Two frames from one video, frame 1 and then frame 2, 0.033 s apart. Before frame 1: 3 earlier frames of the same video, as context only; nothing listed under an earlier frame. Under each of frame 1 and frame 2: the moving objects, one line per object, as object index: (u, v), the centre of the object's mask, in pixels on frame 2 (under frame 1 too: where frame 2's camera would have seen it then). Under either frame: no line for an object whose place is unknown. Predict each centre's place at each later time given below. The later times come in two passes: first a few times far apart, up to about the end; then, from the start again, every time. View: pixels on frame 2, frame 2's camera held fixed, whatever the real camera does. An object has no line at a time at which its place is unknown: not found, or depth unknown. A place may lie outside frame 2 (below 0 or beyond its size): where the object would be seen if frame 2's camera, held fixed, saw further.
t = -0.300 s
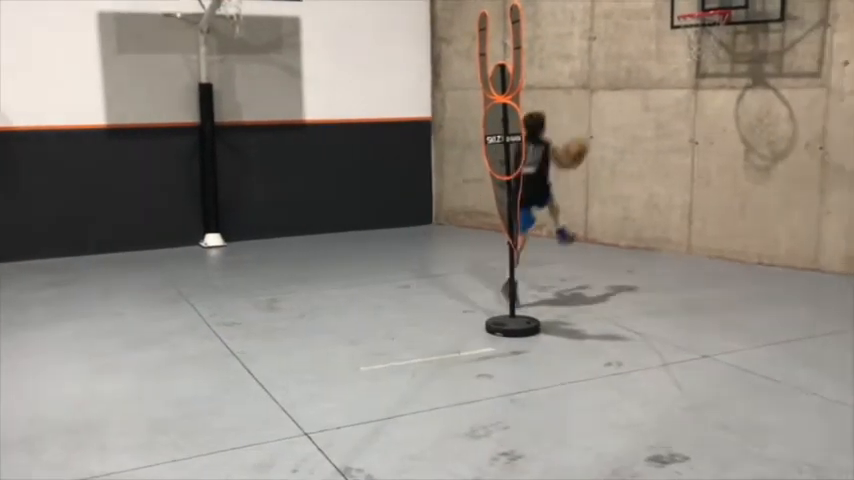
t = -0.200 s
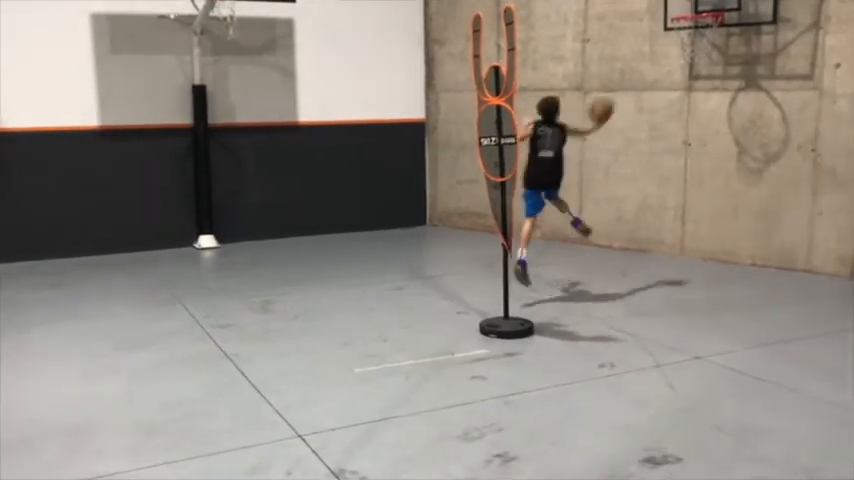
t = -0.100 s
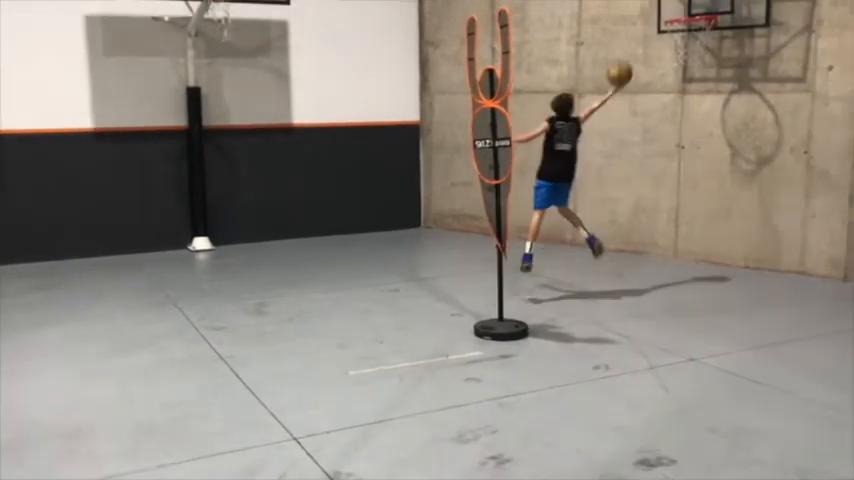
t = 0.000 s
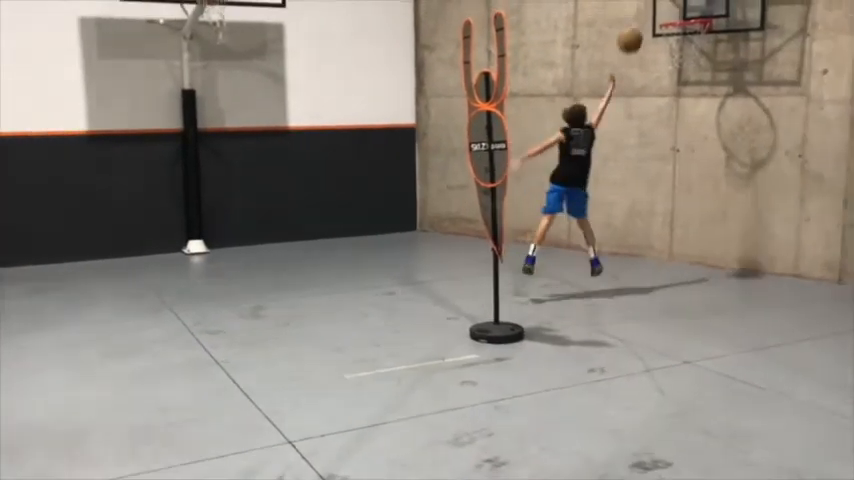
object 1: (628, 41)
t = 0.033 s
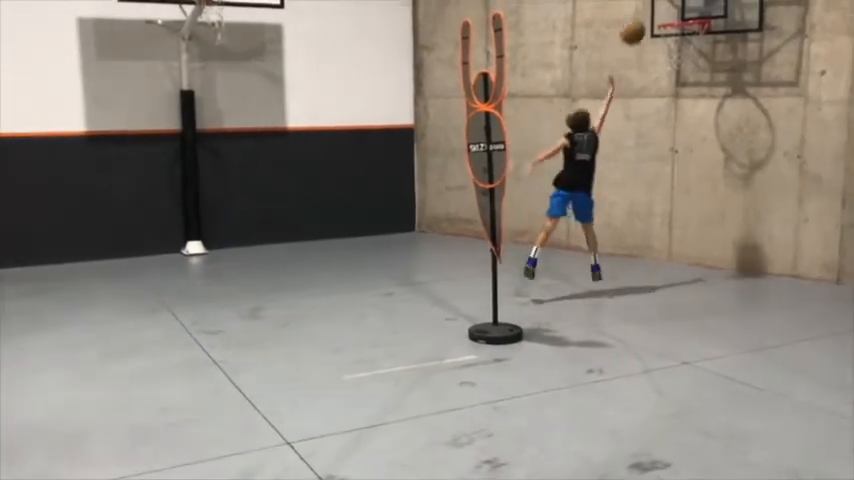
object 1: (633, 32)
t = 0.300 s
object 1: (665, 1)
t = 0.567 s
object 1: (693, 38)
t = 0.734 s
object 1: (692, 48)
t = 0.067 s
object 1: (637, 24)
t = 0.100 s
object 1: (641, 16)
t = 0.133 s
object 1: (645, 10)
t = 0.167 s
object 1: (648, 6)
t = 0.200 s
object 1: (653, 4)
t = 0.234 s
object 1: (657, 2)
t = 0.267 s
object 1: (660, 2)
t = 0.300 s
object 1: (665, 1)
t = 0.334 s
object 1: (668, 2)
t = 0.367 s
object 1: (671, 3)
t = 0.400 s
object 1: (676, 8)
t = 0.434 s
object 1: (679, 13)
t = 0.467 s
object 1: (683, 14)
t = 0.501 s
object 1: (688, 17)
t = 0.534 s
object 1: (690, 34)
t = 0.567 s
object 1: (693, 38)
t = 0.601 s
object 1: (694, 41)
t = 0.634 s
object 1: (694, 42)
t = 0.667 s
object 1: (693, 44)
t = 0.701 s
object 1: (693, 47)
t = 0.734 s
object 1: (692, 48)
